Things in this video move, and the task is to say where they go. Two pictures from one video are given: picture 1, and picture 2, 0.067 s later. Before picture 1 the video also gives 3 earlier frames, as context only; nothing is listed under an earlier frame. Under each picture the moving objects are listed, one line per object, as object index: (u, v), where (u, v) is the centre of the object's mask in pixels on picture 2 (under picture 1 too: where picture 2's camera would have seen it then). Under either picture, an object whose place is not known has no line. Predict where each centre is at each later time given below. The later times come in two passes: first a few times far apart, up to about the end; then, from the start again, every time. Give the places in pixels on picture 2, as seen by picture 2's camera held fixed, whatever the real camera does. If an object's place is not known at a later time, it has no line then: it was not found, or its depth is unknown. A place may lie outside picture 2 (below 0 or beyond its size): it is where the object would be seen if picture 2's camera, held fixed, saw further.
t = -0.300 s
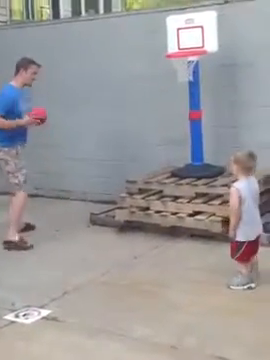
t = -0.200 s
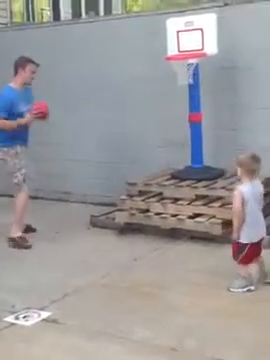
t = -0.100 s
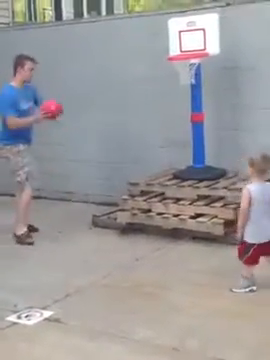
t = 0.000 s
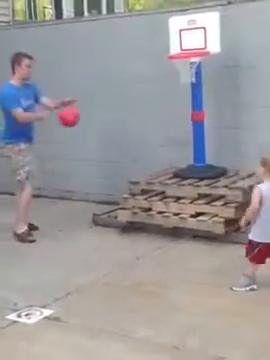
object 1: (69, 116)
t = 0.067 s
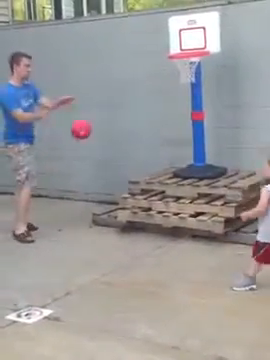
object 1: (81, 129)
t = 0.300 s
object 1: (127, 214)
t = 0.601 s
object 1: (170, 167)
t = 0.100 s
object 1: (87, 137)
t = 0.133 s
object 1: (93, 146)
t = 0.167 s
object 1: (101, 157)
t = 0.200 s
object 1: (107, 170)
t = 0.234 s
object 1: (114, 182)
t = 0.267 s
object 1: (120, 196)
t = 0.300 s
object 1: (127, 214)
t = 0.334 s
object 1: (135, 230)
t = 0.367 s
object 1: (142, 249)
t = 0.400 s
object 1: (146, 234)
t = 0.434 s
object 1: (149, 221)
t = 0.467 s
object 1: (154, 208)
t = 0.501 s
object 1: (158, 196)
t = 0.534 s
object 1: (162, 185)
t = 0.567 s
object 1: (164, 176)
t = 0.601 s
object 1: (170, 167)
